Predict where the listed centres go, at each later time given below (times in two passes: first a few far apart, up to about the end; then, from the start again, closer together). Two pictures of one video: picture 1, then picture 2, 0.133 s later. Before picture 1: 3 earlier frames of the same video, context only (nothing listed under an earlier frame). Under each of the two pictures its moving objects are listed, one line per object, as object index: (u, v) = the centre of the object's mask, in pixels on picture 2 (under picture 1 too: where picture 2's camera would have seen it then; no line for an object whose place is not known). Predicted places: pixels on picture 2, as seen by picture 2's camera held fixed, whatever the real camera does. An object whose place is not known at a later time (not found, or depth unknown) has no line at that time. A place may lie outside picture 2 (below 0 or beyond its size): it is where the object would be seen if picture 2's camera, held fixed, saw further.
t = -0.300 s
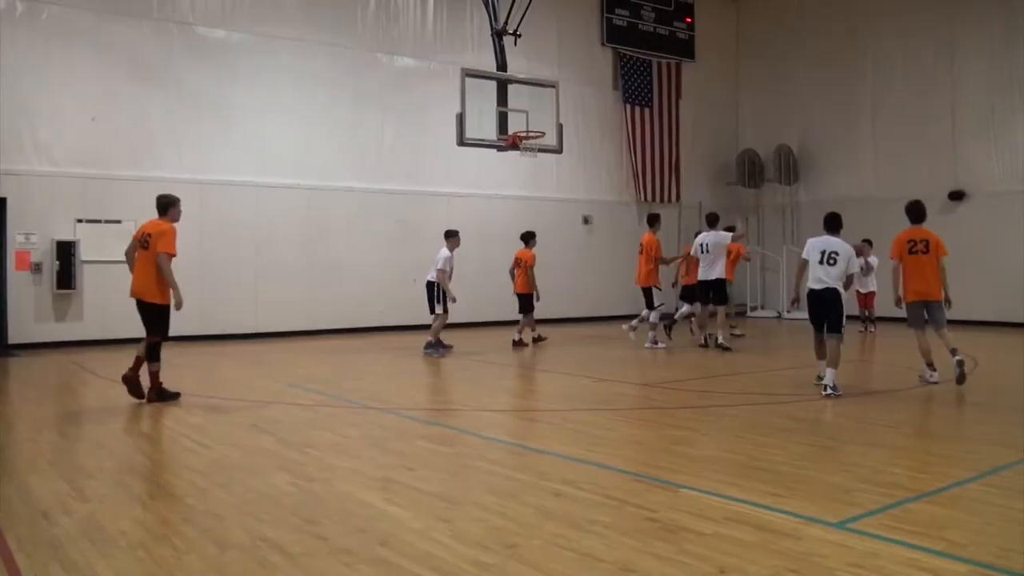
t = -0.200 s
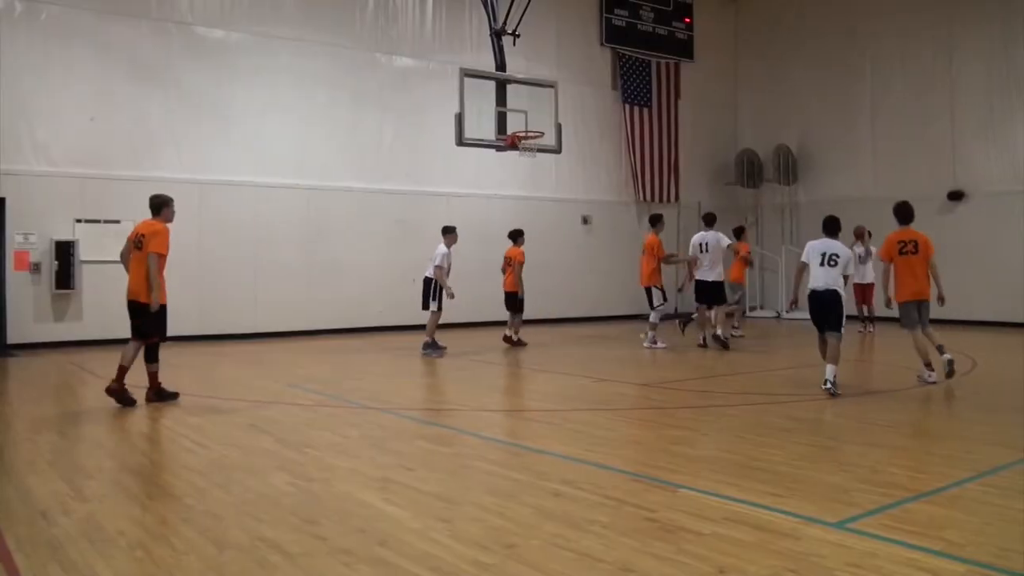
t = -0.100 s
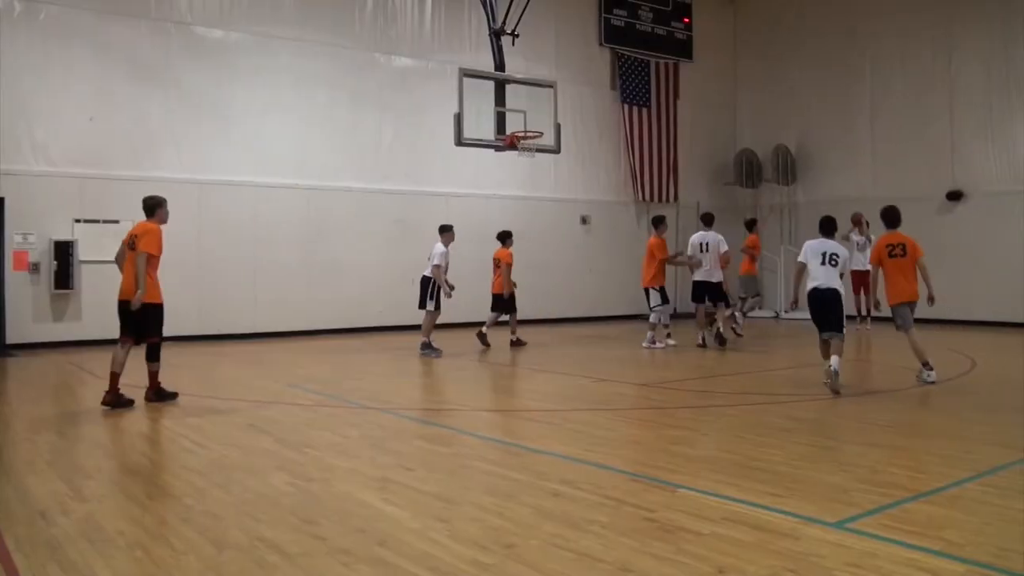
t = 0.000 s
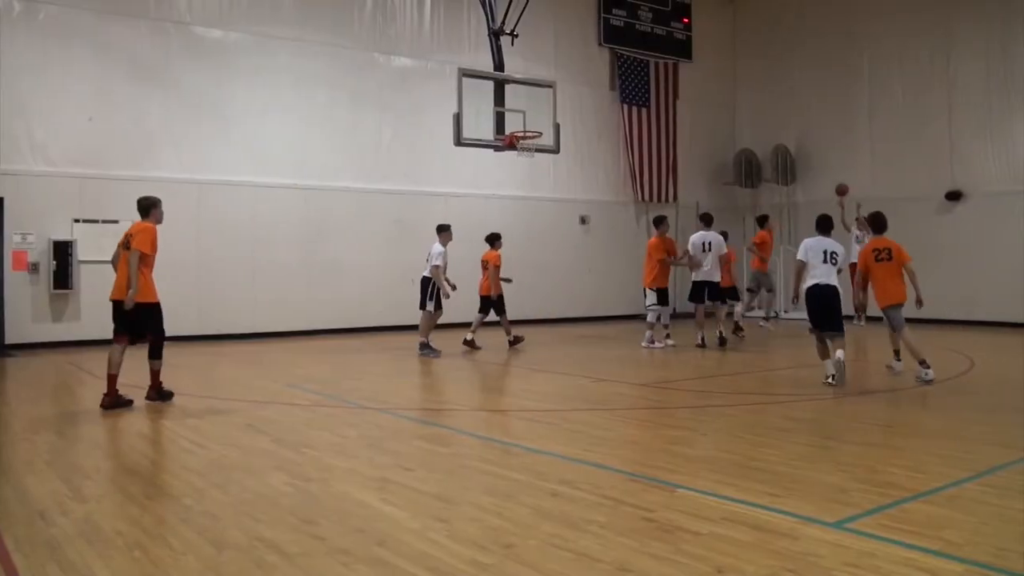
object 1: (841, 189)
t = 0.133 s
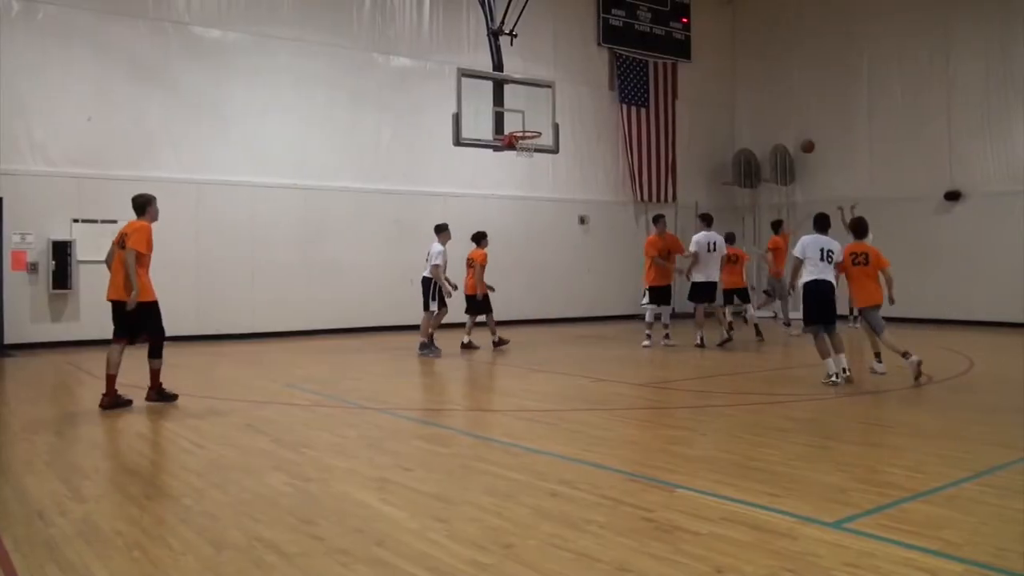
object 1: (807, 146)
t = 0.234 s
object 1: (781, 120)
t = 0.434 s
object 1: (729, 83)
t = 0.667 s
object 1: (665, 67)
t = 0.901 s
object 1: (595, 87)
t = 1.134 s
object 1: (536, 136)
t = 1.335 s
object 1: (575, 153)
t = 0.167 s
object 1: (799, 137)
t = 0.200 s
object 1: (790, 128)
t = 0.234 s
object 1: (781, 120)
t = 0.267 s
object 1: (773, 112)
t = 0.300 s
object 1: (764, 106)
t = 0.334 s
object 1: (755, 99)
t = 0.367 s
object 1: (746, 93)
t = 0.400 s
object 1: (737, 88)
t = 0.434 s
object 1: (729, 83)
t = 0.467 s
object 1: (719, 79)
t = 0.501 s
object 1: (710, 75)
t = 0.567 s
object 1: (691, 70)
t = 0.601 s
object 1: (682, 69)
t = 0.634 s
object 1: (673, 67)
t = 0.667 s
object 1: (665, 67)
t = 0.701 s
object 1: (653, 67)
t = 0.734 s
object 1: (643, 69)
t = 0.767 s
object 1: (635, 71)
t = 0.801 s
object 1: (624, 72)
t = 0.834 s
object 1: (615, 77)
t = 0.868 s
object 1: (605, 83)
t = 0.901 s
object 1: (595, 87)
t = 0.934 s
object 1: (584, 93)
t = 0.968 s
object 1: (574, 99)
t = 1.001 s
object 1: (564, 106)
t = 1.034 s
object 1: (554, 114)
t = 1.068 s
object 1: (544, 122)
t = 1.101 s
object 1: (534, 131)
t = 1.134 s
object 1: (536, 136)
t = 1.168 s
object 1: (539, 141)
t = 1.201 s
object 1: (543, 142)
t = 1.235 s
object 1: (550, 143)
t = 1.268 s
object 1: (559, 145)
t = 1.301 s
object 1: (567, 149)
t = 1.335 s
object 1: (575, 153)
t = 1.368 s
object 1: (584, 158)
